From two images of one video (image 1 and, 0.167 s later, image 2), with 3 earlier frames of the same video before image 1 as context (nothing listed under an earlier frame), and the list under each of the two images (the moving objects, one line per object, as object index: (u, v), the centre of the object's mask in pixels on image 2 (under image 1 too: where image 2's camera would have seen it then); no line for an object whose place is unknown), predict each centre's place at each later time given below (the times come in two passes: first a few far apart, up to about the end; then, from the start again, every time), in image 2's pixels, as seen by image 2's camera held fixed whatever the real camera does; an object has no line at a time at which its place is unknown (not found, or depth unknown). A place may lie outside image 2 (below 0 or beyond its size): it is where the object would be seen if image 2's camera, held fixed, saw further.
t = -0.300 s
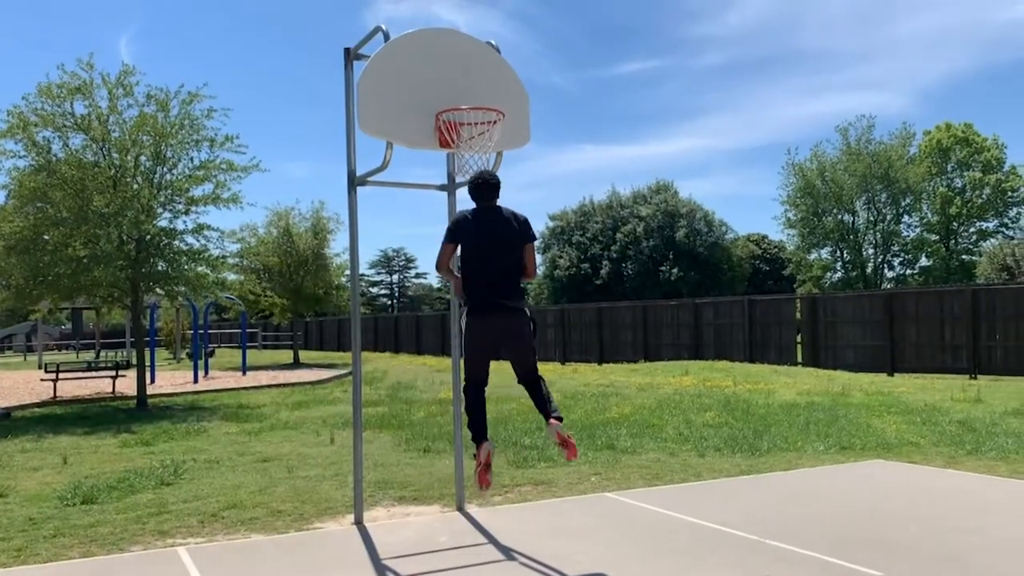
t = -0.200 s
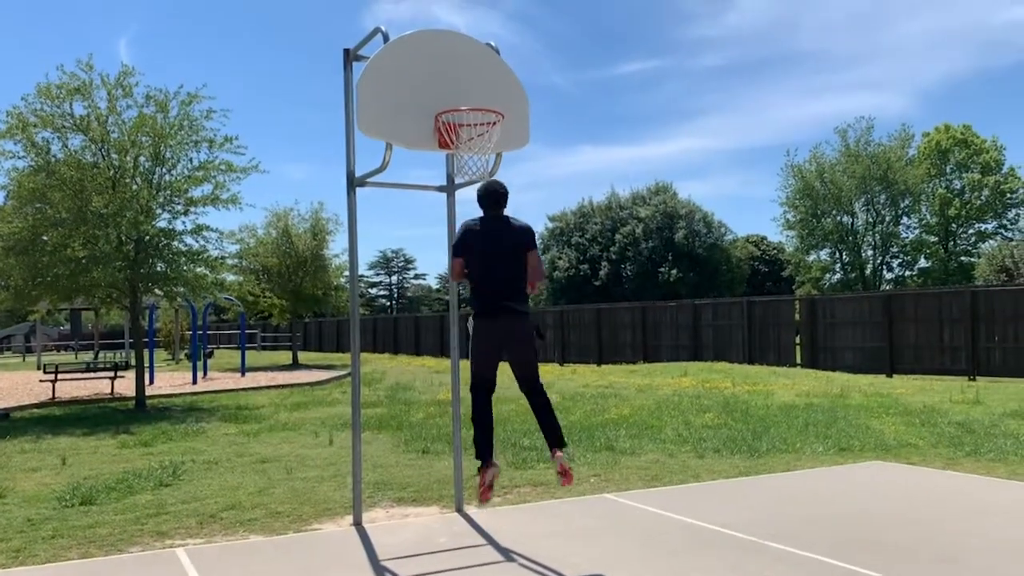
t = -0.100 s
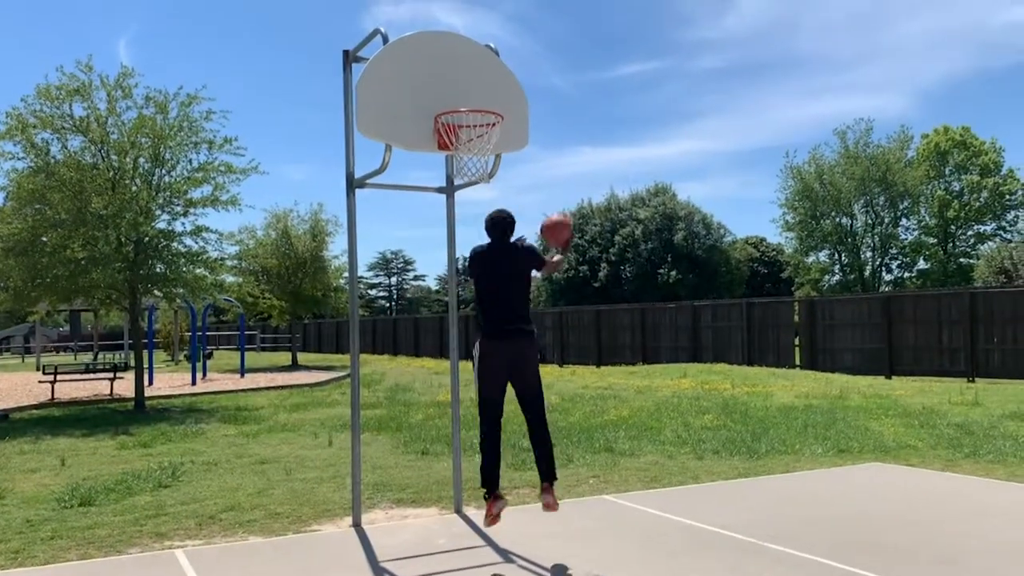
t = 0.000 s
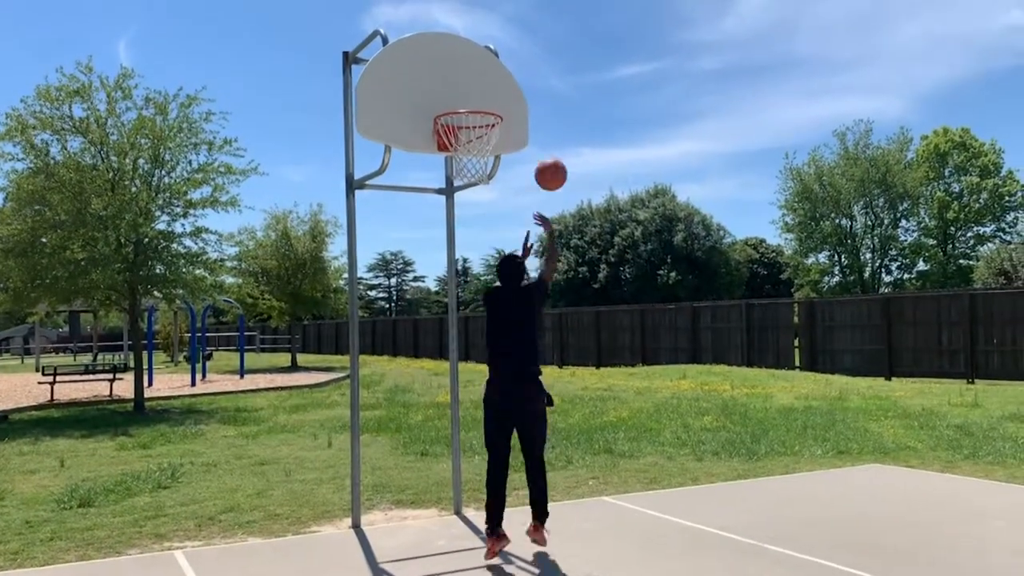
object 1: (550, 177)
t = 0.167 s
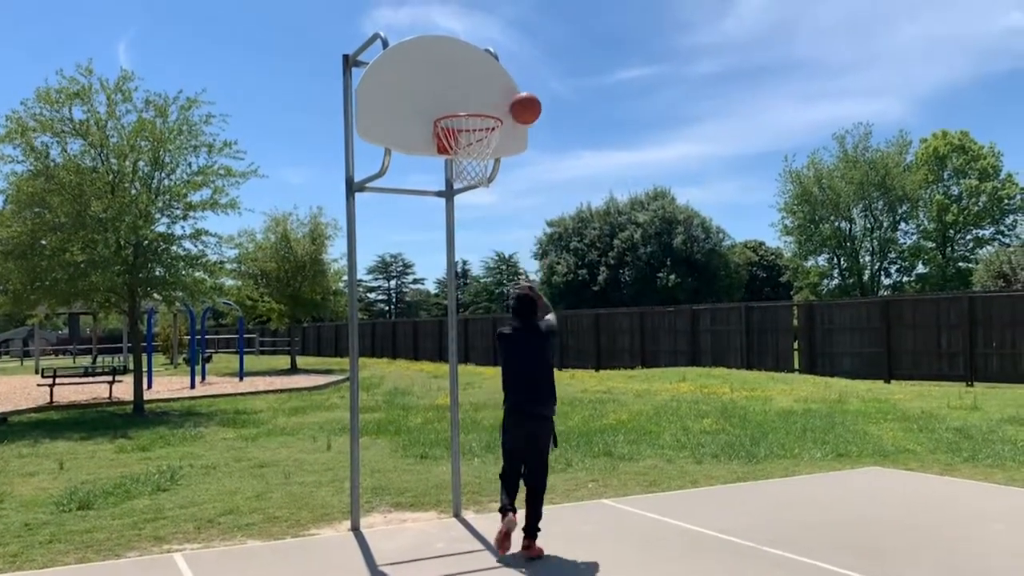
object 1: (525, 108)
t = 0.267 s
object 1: (516, 87)
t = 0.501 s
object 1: (505, 97)
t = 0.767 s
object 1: (535, 87)
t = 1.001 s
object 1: (571, 136)
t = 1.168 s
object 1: (598, 216)
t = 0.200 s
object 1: (520, 99)
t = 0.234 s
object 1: (516, 92)
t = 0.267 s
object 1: (516, 87)
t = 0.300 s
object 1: (514, 84)
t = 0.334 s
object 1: (513, 83)
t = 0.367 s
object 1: (511, 83)
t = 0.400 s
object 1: (510, 84)
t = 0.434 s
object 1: (508, 87)
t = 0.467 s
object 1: (506, 91)
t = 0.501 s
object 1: (505, 97)
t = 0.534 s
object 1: (504, 104)
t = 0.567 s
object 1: (505, 105)
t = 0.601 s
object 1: (510, 98)
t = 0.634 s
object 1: (515, 93)
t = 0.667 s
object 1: (520, 89)
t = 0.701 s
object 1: (525, 87)
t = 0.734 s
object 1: (530, 86)
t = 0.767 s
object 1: (535, 87)
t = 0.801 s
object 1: (540, 89)
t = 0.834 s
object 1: (545, 94)
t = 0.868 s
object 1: (551, 99)
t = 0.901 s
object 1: (556, 106)
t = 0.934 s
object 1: (561, 114)
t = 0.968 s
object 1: (566, 124)
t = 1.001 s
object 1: (571, 136)
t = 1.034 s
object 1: (577, 149)
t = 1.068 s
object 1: (582, 163)
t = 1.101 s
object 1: (587, 179)
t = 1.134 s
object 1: (593, 197)
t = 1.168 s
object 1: (598, 216)
